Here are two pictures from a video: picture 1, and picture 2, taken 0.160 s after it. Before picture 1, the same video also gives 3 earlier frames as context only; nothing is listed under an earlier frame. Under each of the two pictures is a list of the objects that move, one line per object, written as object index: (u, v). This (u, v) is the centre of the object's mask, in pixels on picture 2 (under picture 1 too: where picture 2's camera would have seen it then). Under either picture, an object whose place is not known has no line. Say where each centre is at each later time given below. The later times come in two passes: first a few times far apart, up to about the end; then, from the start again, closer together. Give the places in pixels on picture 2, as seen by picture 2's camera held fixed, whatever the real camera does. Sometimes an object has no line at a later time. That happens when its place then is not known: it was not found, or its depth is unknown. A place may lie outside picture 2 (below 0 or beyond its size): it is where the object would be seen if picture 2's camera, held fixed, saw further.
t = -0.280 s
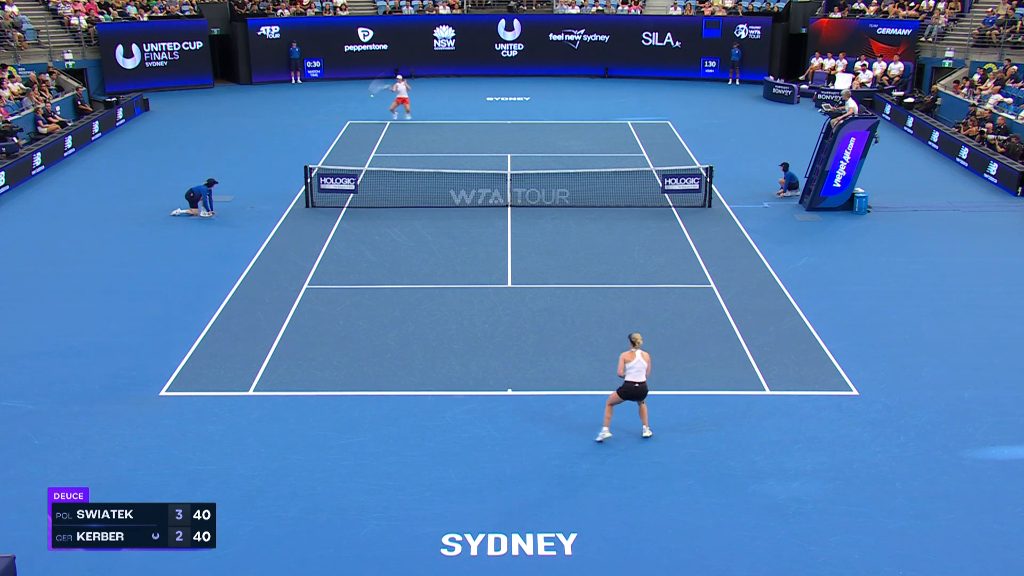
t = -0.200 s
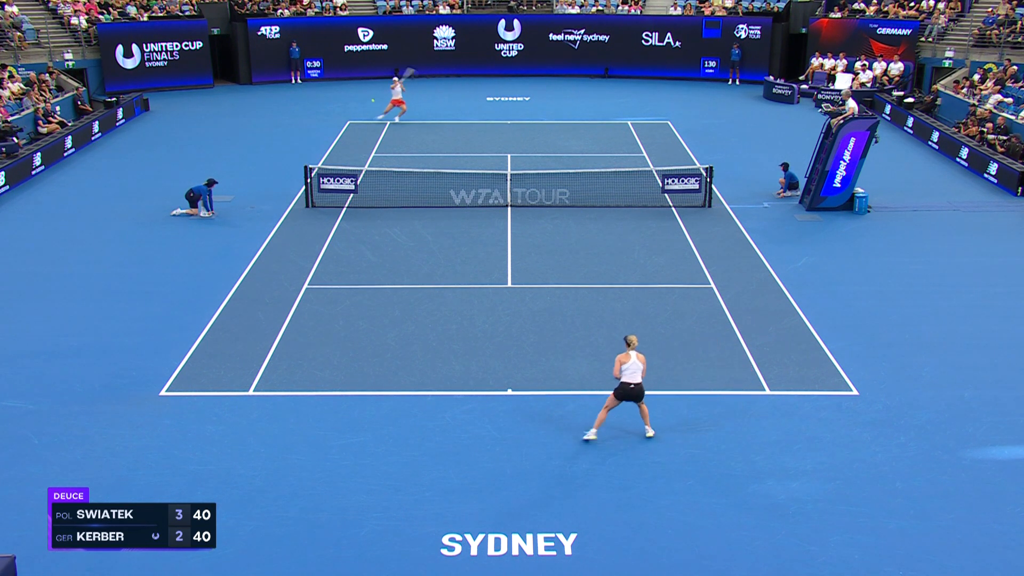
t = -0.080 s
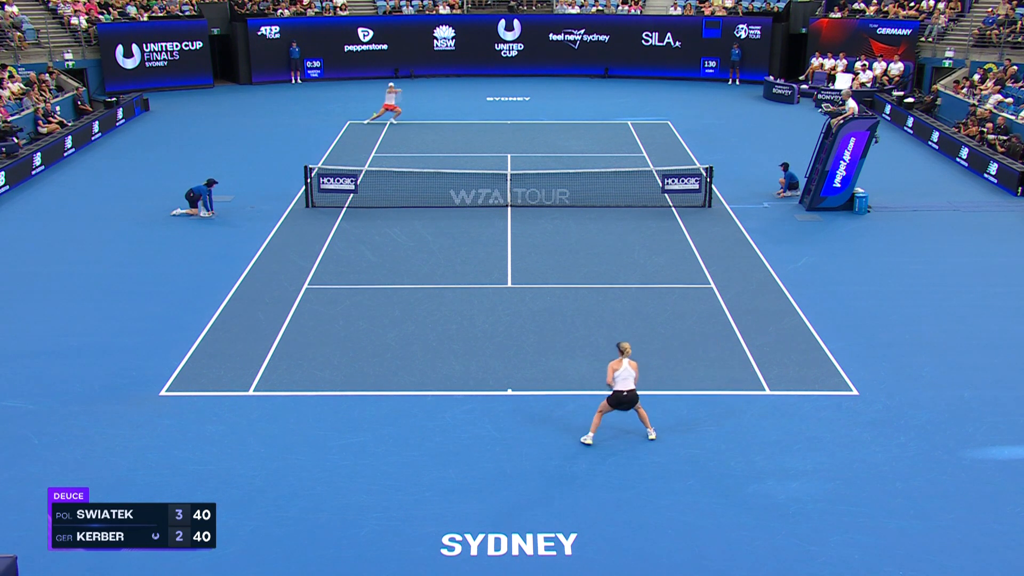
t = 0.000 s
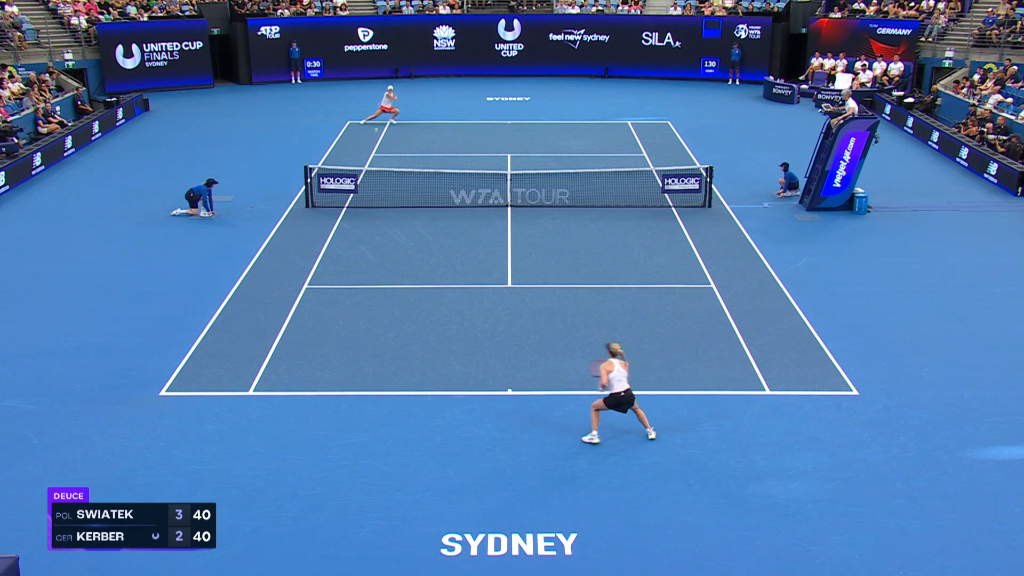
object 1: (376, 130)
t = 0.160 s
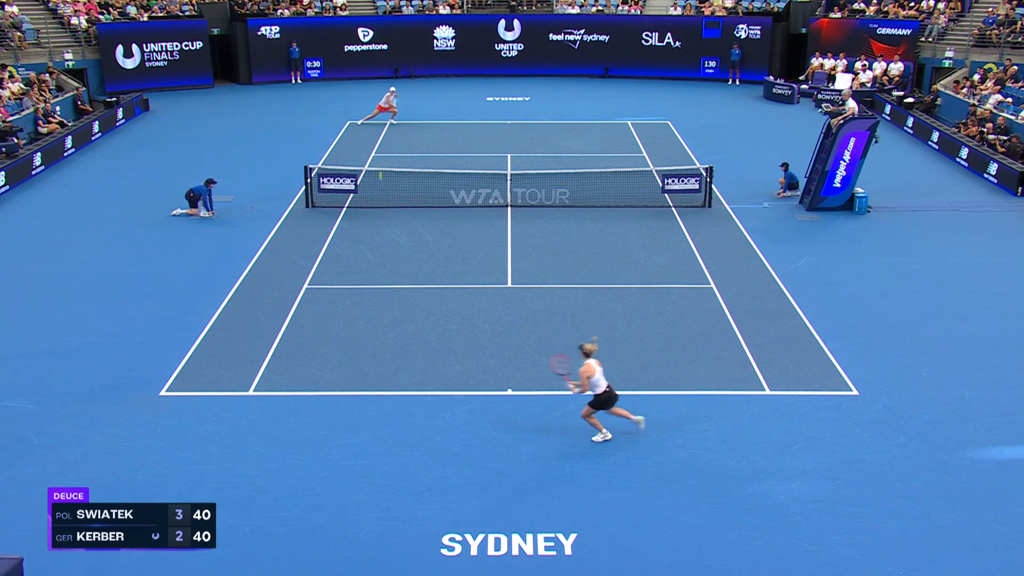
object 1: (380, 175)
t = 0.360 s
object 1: (387, 269)
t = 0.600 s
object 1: (395, 345)
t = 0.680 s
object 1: (399, 357)
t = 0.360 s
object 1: (387, 269)
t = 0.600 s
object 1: (395, 345)
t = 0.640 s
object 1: (397, 351)
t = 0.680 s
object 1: (399, 357)
